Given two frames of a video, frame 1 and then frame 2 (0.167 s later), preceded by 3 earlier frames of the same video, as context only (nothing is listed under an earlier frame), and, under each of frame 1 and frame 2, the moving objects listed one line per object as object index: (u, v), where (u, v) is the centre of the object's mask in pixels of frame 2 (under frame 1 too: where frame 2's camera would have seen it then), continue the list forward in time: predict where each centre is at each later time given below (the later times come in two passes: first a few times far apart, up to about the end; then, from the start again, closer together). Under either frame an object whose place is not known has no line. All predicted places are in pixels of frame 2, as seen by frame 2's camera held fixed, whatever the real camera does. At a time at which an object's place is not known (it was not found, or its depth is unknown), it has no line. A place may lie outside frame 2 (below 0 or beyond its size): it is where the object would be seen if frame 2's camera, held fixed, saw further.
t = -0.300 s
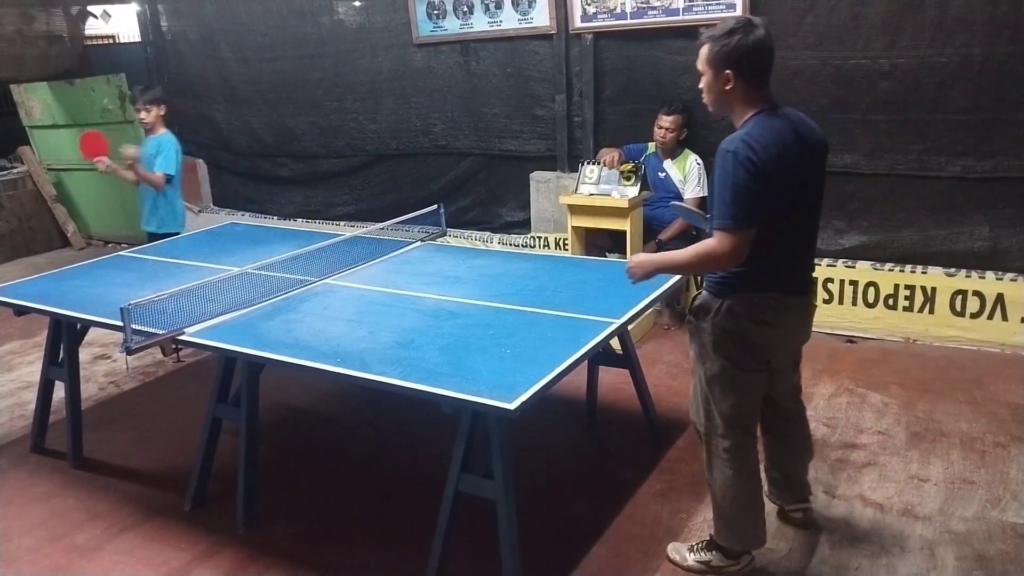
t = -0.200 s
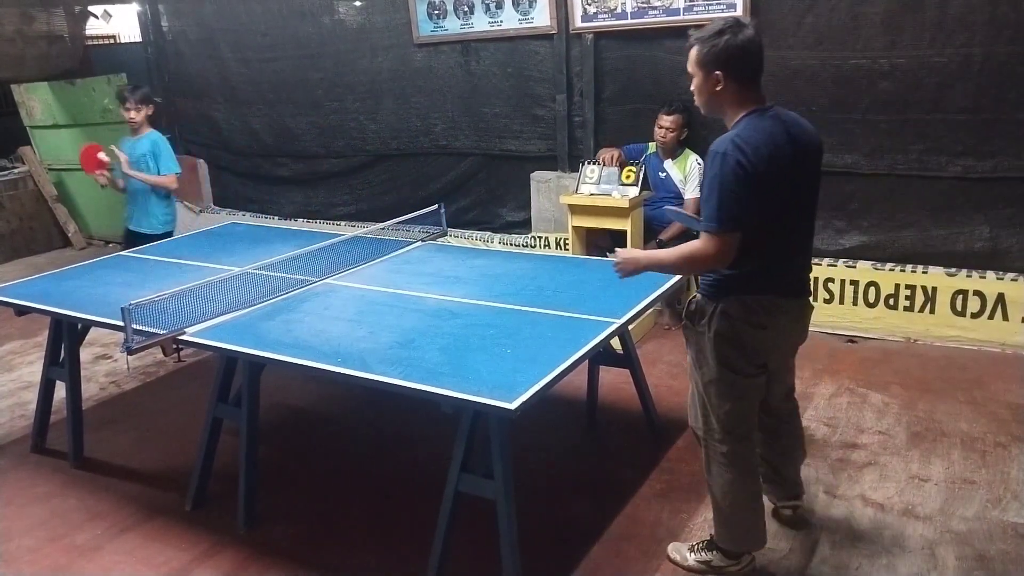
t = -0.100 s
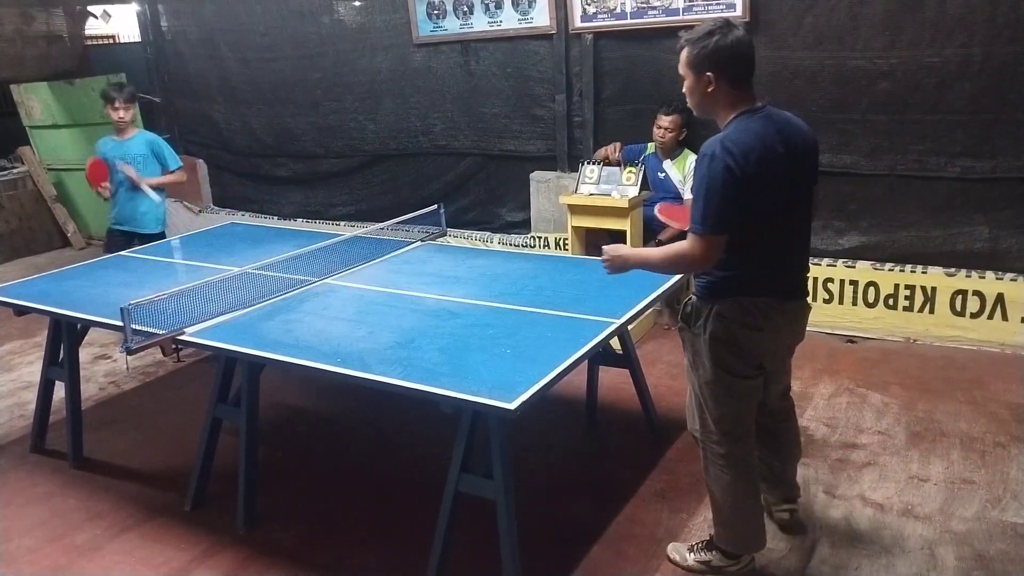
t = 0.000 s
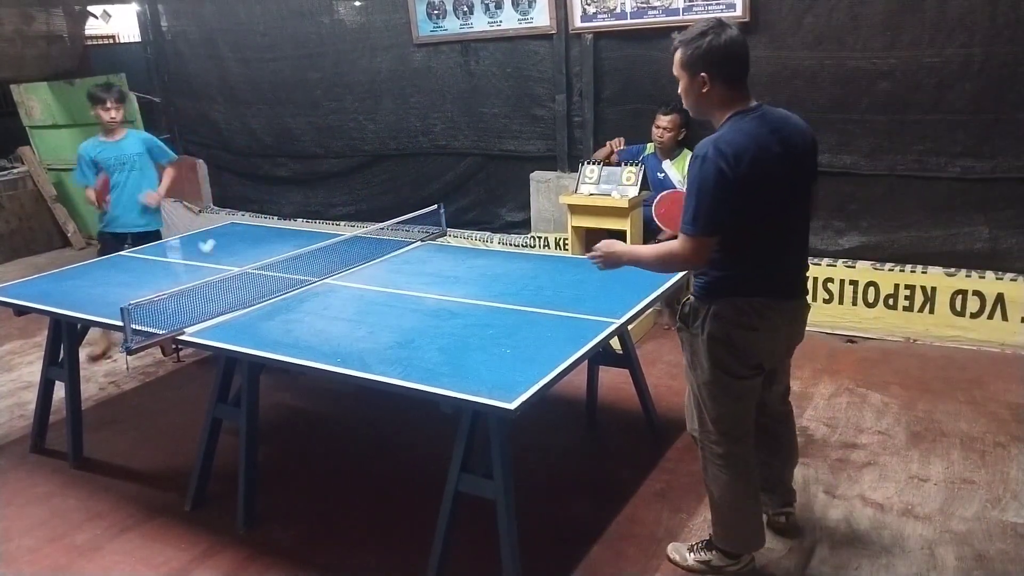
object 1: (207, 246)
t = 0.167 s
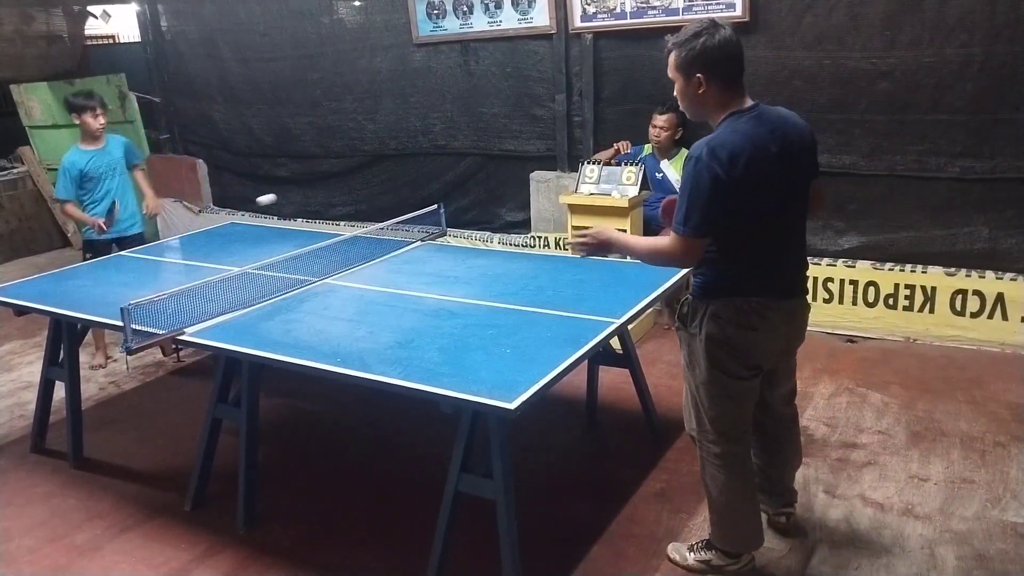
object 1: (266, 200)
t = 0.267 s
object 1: (313, 201)
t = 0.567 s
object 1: (483, 279)
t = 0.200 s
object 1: (281, 197)
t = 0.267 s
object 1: (313, 201)
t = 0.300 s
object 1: (330, 207)
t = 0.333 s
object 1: (348, 215)
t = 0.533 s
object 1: (466, 291)
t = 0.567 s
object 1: (483, 279)
